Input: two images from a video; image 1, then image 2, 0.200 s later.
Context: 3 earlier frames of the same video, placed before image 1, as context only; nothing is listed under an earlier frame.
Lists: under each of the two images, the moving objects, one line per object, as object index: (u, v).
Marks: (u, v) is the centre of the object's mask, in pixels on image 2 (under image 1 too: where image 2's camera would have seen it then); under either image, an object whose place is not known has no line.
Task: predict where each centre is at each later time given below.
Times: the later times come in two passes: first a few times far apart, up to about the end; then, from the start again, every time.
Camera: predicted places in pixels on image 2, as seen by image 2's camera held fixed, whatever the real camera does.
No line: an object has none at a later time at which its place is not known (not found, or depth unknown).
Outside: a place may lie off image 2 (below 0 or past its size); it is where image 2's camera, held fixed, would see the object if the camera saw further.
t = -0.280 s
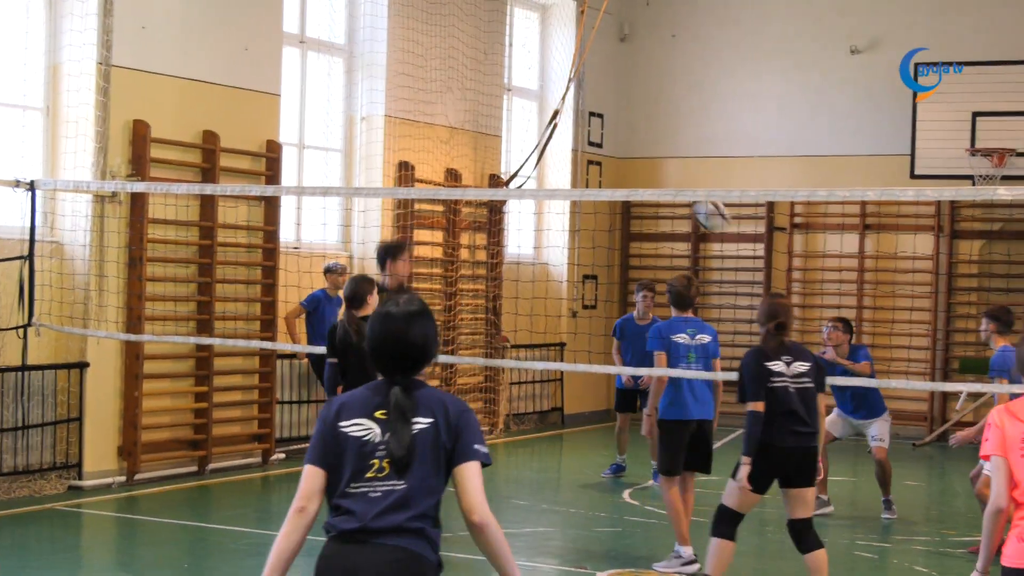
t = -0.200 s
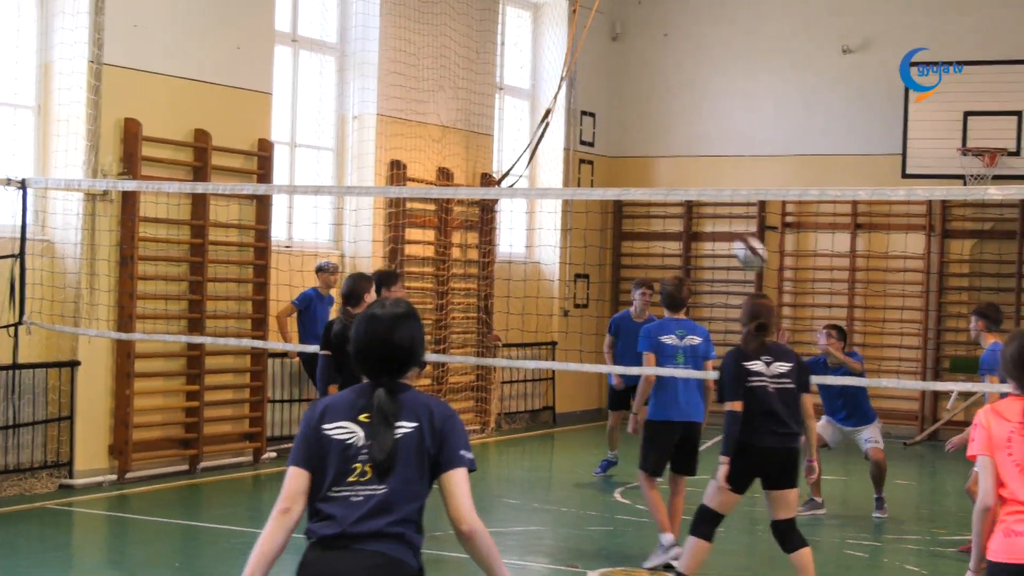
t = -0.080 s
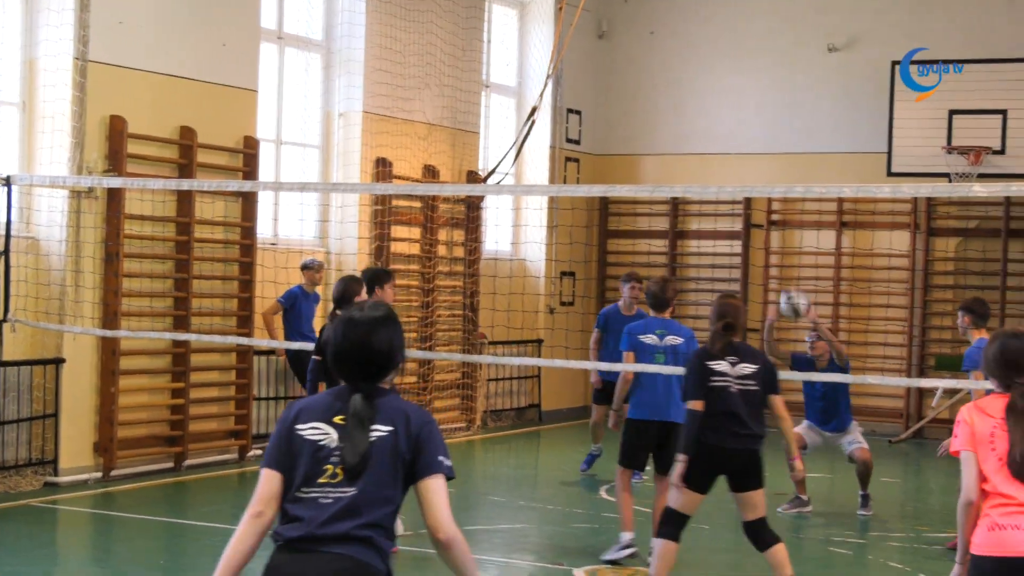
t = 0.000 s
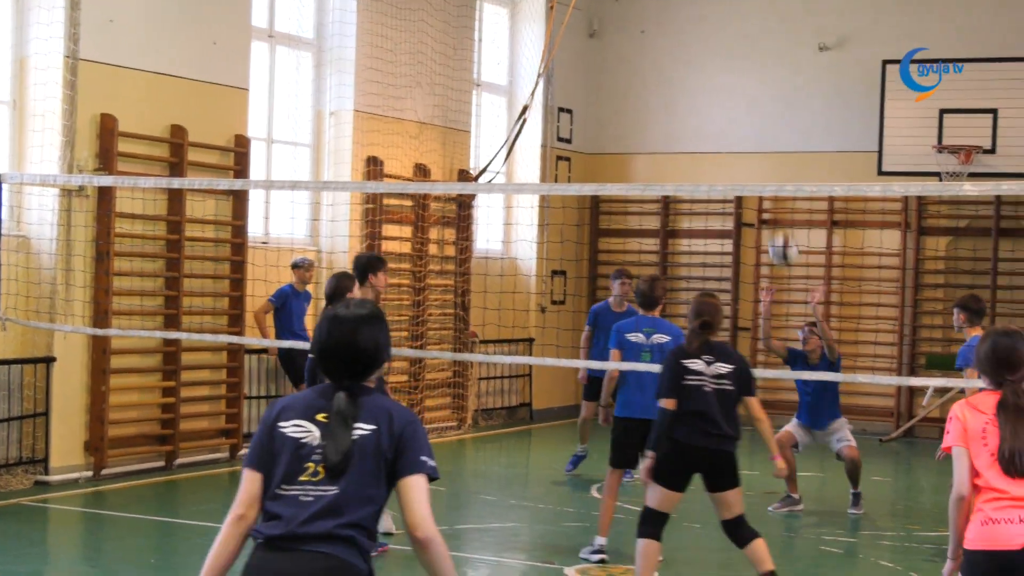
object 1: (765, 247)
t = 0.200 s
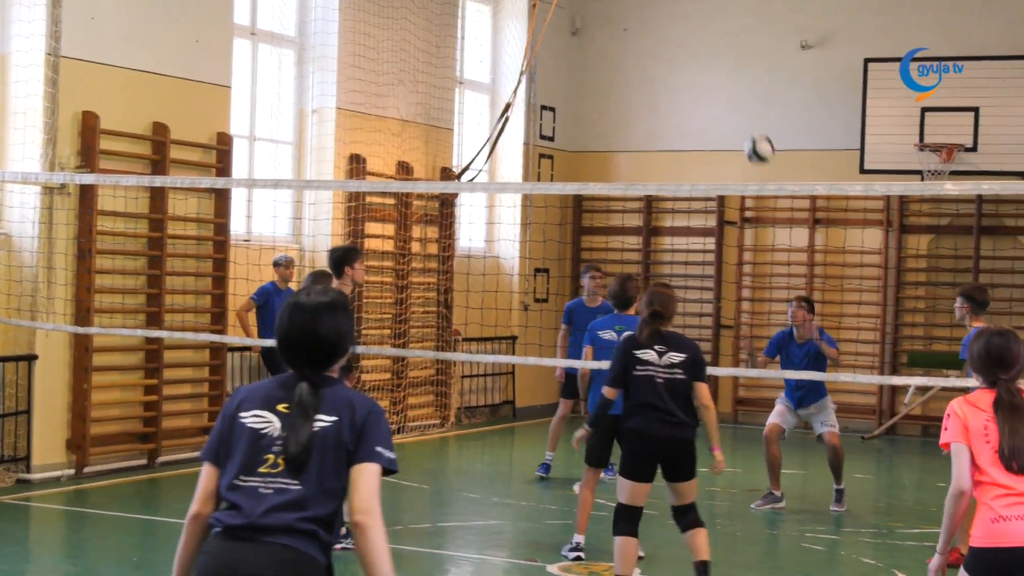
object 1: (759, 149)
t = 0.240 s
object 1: (758, 136)
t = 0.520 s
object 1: (740, 103)
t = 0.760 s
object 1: (722, 164)
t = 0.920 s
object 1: (709, 248)
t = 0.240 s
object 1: (758, 136)
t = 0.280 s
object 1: (756, 124)
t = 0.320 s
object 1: (753, 115)
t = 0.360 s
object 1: (751, 109)
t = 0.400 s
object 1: (748, 104)
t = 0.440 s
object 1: (745, 102)
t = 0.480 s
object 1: (742, 101)
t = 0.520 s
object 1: (740, 103)
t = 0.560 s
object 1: (737, 107)
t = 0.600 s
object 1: (733, 114)
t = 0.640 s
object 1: (732, 123)
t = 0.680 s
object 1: (729, 134)
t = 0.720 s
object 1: (725, 147)
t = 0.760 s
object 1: (722, 164)
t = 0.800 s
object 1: (720, 175)
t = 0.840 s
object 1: (715, 205)
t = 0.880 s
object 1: (712, 224)
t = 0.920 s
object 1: (709, 248)
